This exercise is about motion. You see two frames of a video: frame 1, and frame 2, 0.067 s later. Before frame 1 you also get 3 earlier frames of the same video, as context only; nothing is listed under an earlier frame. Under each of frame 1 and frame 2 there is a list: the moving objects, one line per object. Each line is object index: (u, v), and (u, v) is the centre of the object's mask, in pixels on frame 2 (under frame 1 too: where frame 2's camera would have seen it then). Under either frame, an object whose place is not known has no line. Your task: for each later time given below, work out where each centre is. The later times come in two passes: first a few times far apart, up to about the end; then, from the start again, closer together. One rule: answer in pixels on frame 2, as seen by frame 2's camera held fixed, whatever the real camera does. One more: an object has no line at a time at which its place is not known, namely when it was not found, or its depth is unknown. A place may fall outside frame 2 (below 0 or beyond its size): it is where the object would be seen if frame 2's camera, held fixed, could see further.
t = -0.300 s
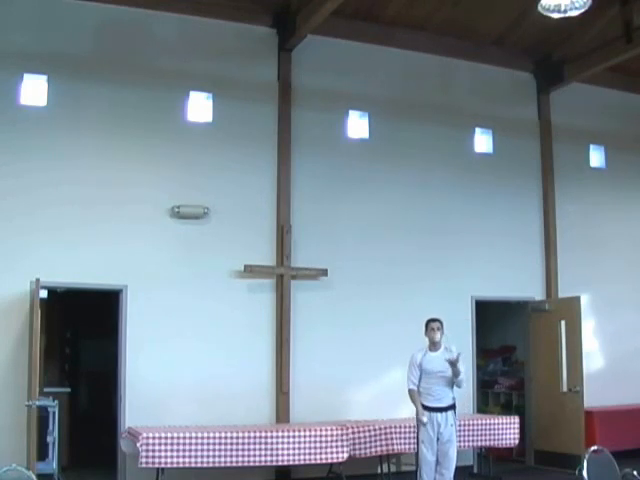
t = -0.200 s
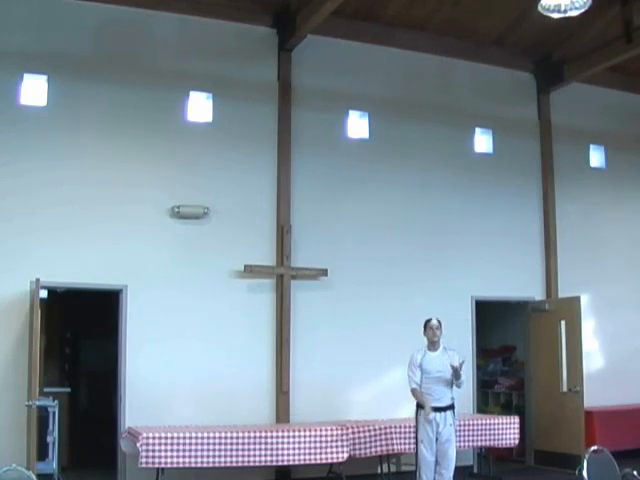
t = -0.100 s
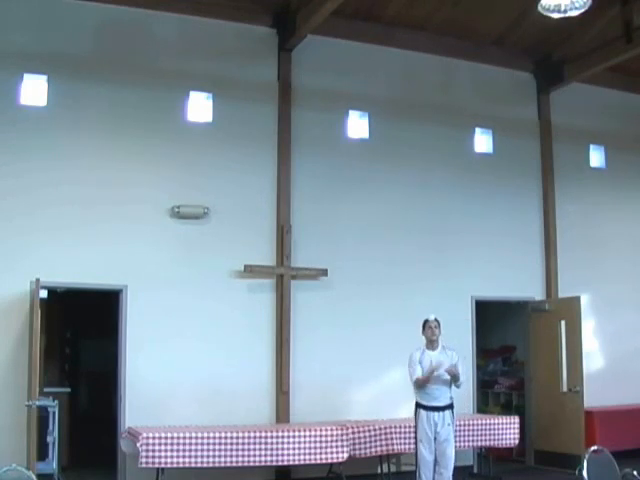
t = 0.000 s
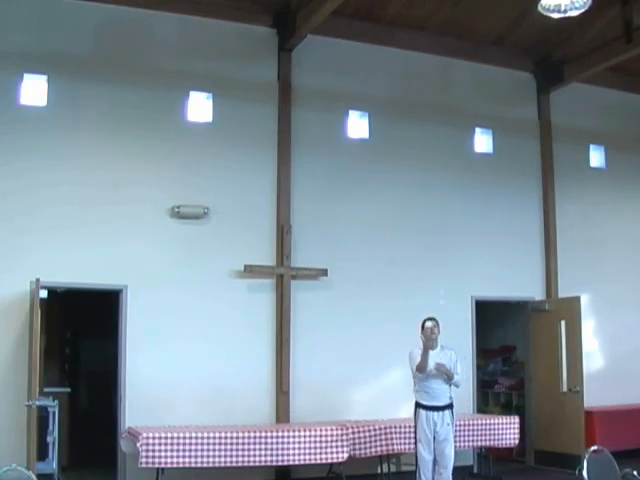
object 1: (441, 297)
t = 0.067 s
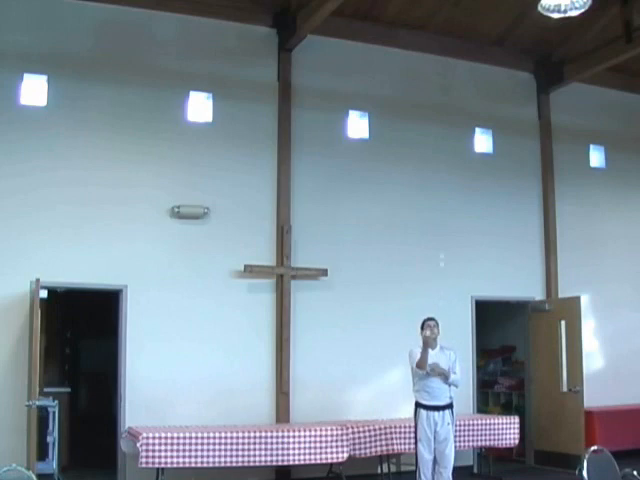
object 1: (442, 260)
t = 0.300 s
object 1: (441, 170)
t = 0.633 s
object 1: (444, 143)
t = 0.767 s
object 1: (447, 165)
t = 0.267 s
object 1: (441, 179)
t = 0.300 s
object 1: (441, 170)
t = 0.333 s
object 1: (441, 163)
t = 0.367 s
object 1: (442, 155)
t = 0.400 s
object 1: (442, 149)
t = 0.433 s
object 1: (442, 146)
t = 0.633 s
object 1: (444, 143)
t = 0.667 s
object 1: (445, 147)
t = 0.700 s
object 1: (446, 152)
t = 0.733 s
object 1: (447, 158)
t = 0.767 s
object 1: (447, 165)
